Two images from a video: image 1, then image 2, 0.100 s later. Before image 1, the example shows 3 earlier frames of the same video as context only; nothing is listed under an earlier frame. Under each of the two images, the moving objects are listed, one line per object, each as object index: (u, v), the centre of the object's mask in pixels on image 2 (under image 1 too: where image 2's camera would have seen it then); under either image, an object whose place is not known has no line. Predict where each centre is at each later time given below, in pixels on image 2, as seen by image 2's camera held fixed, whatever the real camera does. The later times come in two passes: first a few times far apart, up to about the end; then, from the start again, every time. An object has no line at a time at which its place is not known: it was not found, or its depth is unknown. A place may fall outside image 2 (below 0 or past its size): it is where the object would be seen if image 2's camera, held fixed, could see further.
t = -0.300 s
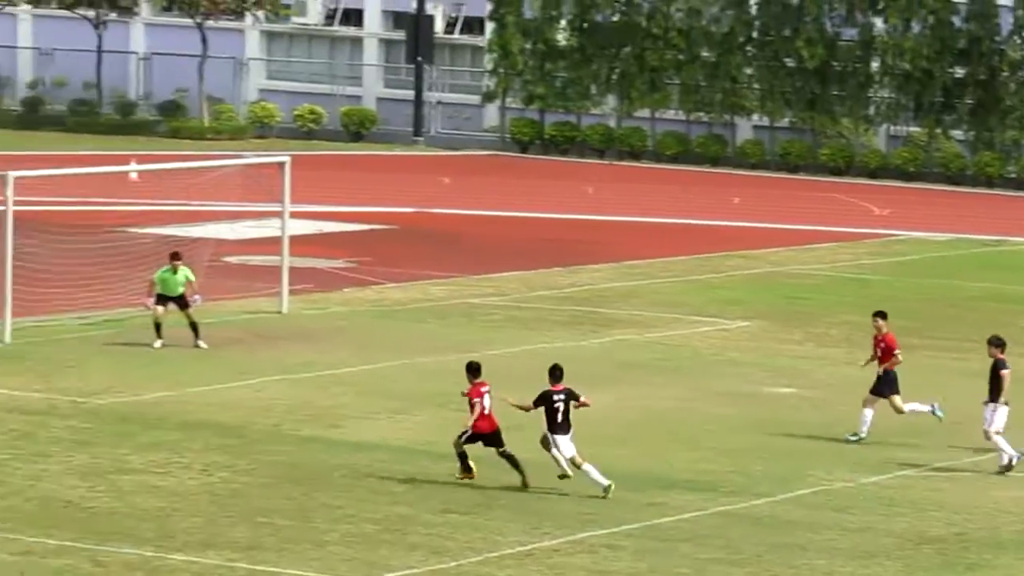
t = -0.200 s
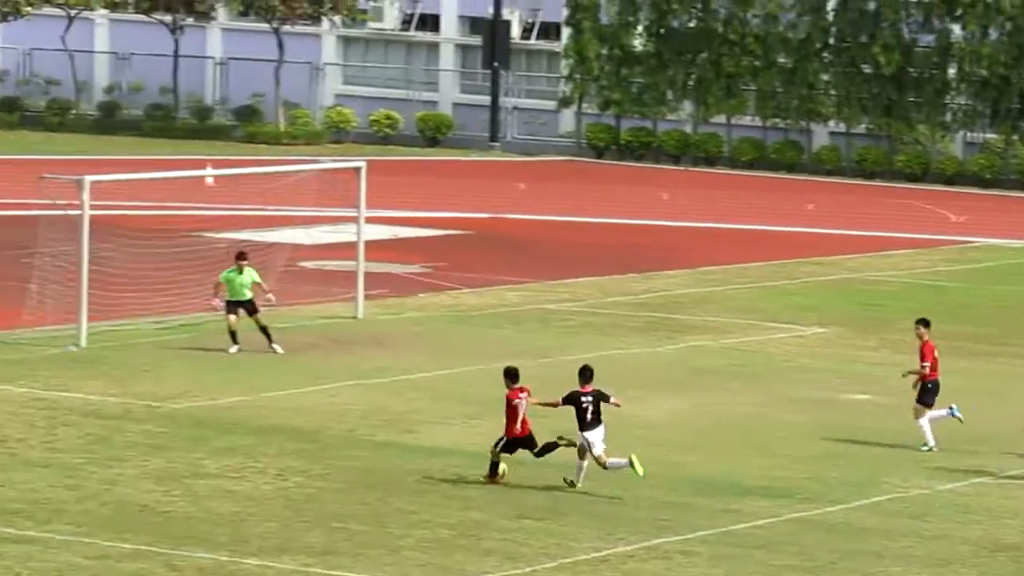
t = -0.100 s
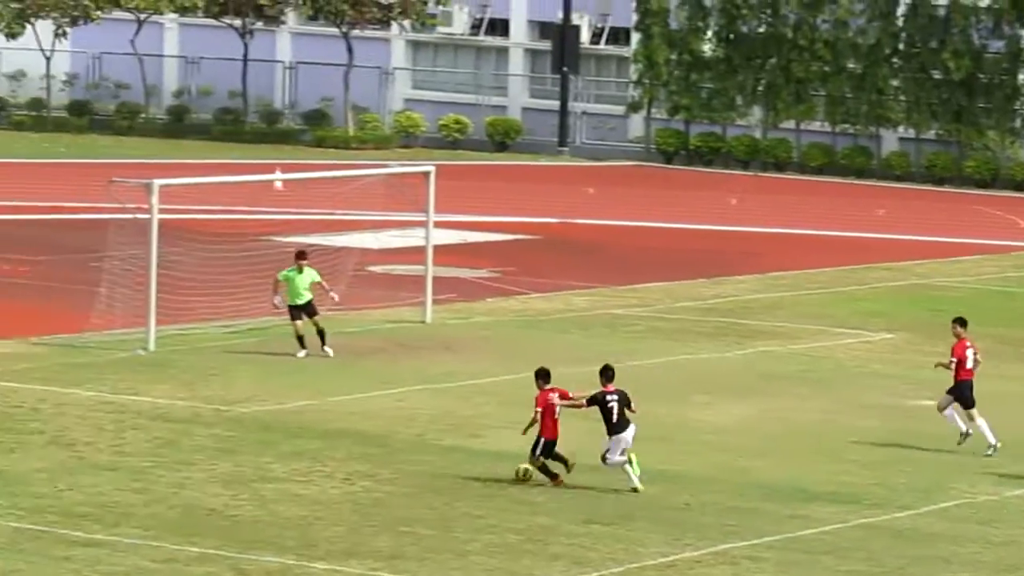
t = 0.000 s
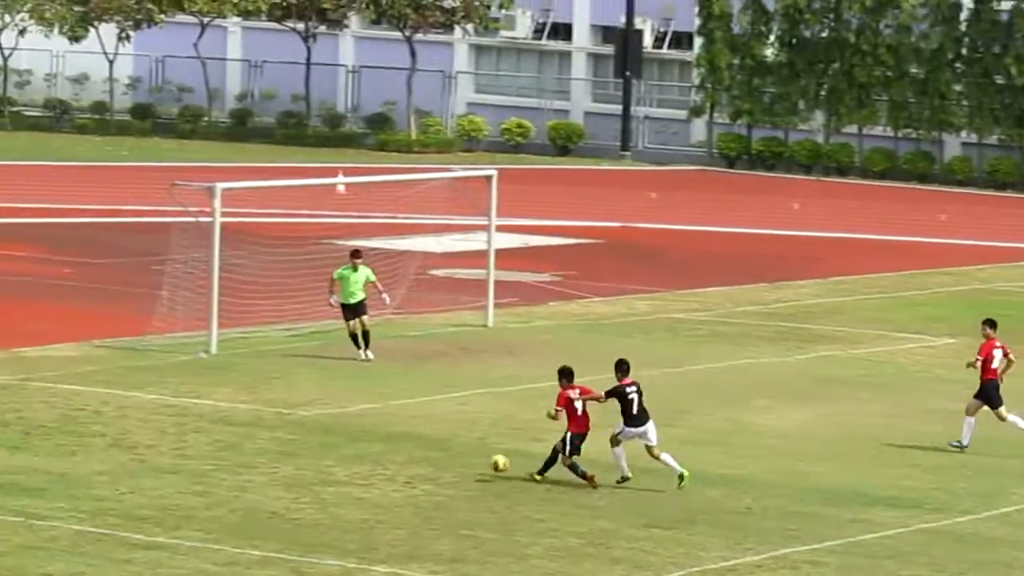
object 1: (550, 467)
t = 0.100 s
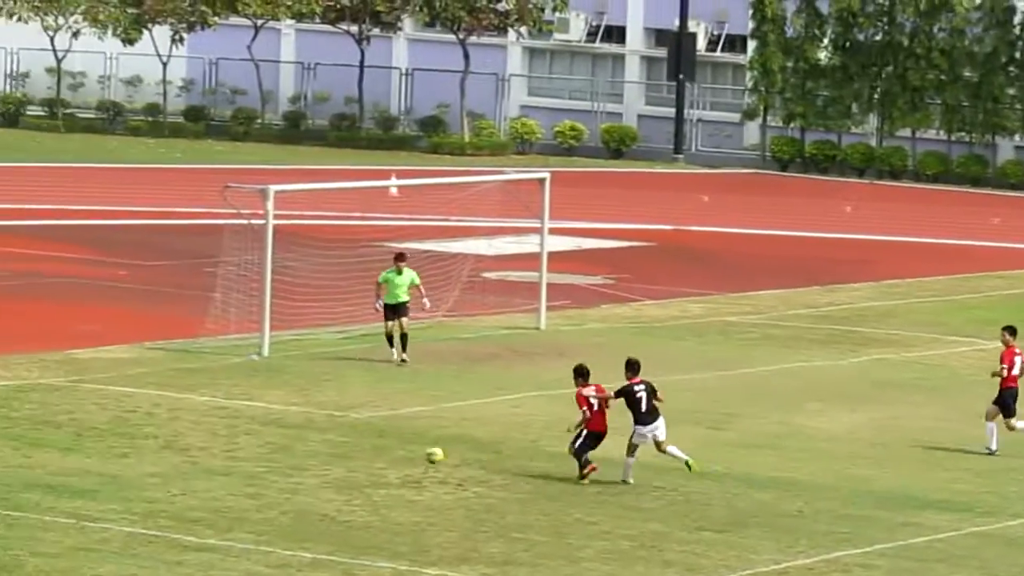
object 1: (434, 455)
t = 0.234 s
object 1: (280, 457)
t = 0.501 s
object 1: (-2, 472)
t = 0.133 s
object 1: (396, 453)
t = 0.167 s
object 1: (357, 454)
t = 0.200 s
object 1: (319, 455)
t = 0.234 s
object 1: (280, 457)
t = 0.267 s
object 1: (242, 459)
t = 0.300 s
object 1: (204, 464)
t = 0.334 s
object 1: (164, 470)
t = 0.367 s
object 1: (126, 476)
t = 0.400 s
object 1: (90, 480)
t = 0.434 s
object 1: (59, 477)
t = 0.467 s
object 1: (29, 474)
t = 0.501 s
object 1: (-2, 472)
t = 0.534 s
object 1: (-32, 471)
